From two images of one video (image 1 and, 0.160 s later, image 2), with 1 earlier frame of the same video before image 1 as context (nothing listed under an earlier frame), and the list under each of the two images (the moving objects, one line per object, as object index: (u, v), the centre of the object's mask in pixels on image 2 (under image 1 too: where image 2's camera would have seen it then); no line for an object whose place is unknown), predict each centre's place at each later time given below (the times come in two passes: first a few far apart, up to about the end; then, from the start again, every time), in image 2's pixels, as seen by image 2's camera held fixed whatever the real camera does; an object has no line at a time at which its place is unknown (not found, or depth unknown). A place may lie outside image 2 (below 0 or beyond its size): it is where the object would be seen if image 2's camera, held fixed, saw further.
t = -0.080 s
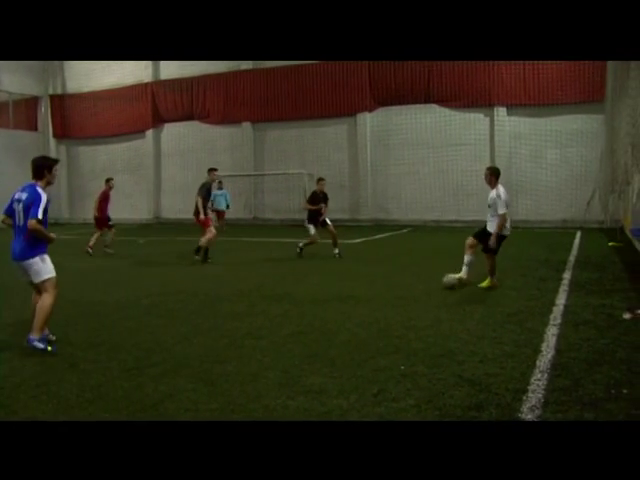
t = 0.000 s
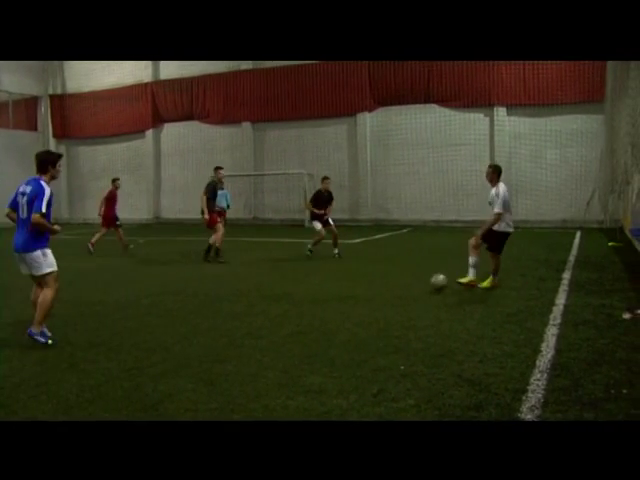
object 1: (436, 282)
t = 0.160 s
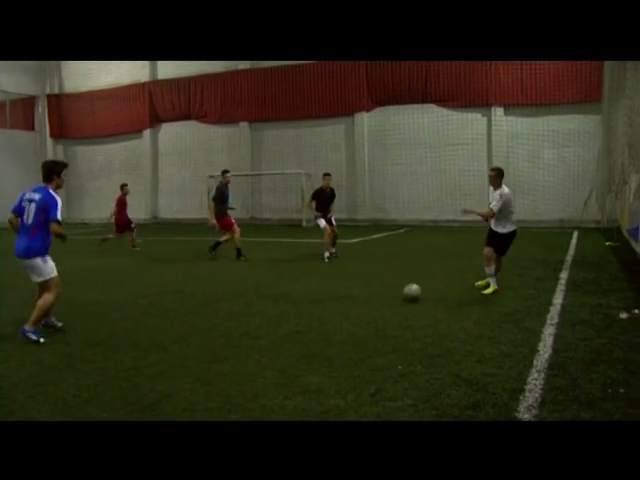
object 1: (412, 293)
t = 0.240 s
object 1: (399, 295)
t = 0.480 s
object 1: (355, 311)
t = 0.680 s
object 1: (311, 327)
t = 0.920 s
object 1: (246, 347)
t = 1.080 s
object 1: (194, 364)
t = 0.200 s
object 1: (405, 293)
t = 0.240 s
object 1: (399, 295)
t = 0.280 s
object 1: (392, 297)
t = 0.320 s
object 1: (386, 302)
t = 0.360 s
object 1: (378, 305)
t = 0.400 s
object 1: (371, 306)
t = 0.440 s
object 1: (363, 308)
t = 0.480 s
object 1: (355, 311)
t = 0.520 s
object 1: (348, 316)
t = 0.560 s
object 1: (339, 319)
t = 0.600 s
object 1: (330, 320)
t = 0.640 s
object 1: (321, 323)
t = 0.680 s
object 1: (311, 327)
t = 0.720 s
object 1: (301, 329)
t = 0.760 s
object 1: (291, 332)
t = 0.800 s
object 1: (281, 336)
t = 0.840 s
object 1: (270, 339)
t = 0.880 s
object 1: (259, 343)
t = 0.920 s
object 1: (246, 347)
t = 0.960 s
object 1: (234, 351)
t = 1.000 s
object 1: (222, 354)
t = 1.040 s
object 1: (208, 359)
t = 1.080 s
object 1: (194, 364)
